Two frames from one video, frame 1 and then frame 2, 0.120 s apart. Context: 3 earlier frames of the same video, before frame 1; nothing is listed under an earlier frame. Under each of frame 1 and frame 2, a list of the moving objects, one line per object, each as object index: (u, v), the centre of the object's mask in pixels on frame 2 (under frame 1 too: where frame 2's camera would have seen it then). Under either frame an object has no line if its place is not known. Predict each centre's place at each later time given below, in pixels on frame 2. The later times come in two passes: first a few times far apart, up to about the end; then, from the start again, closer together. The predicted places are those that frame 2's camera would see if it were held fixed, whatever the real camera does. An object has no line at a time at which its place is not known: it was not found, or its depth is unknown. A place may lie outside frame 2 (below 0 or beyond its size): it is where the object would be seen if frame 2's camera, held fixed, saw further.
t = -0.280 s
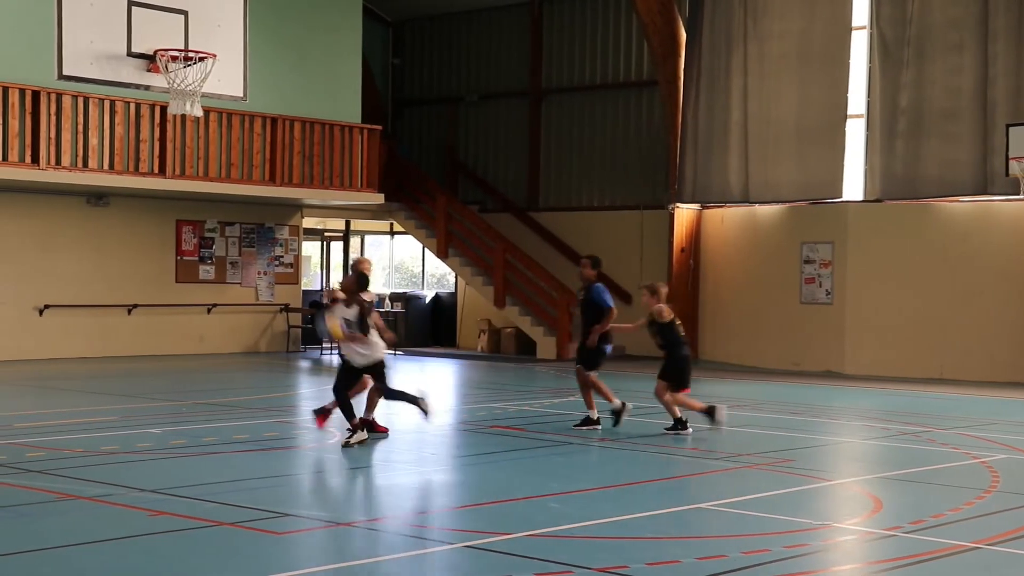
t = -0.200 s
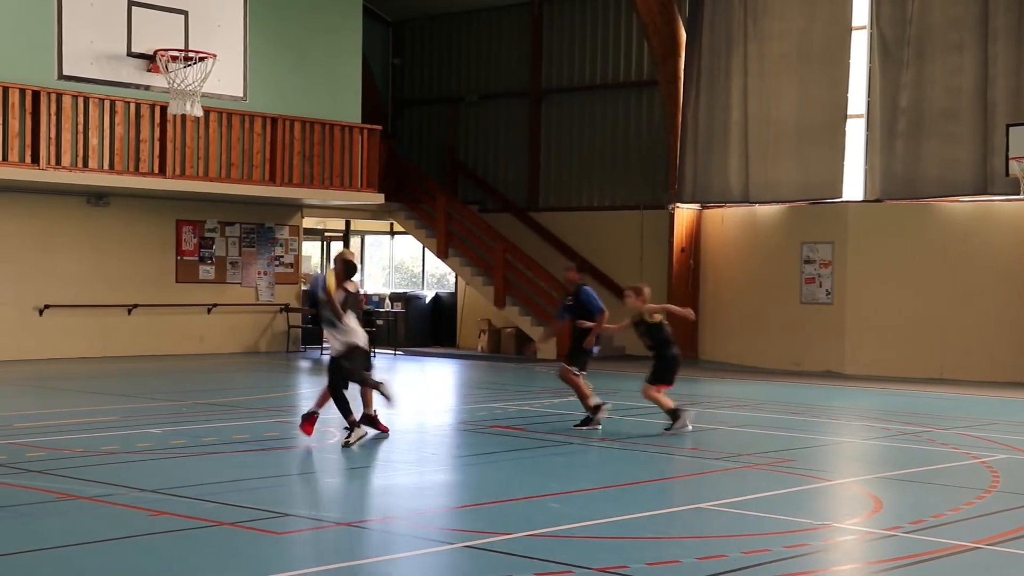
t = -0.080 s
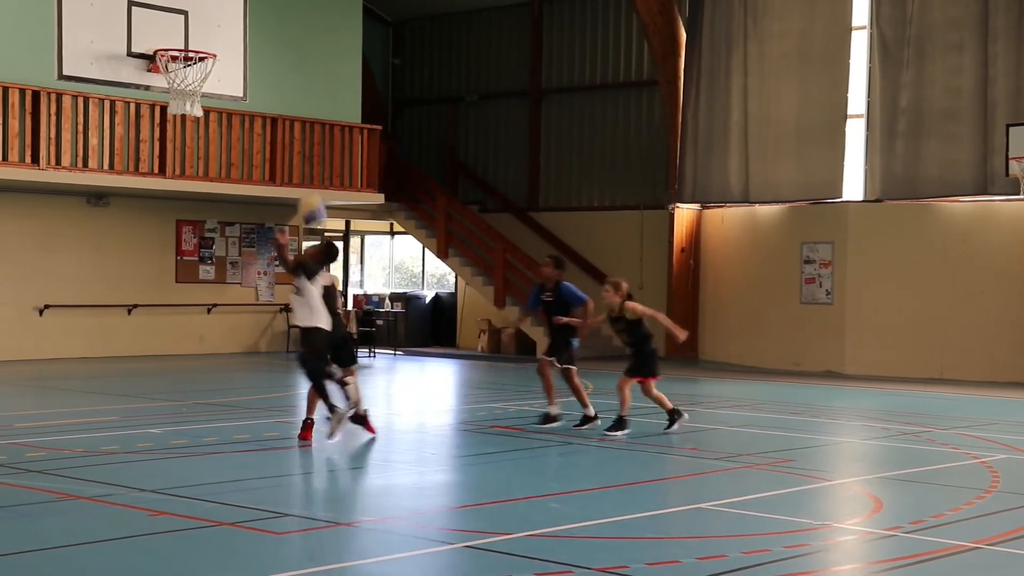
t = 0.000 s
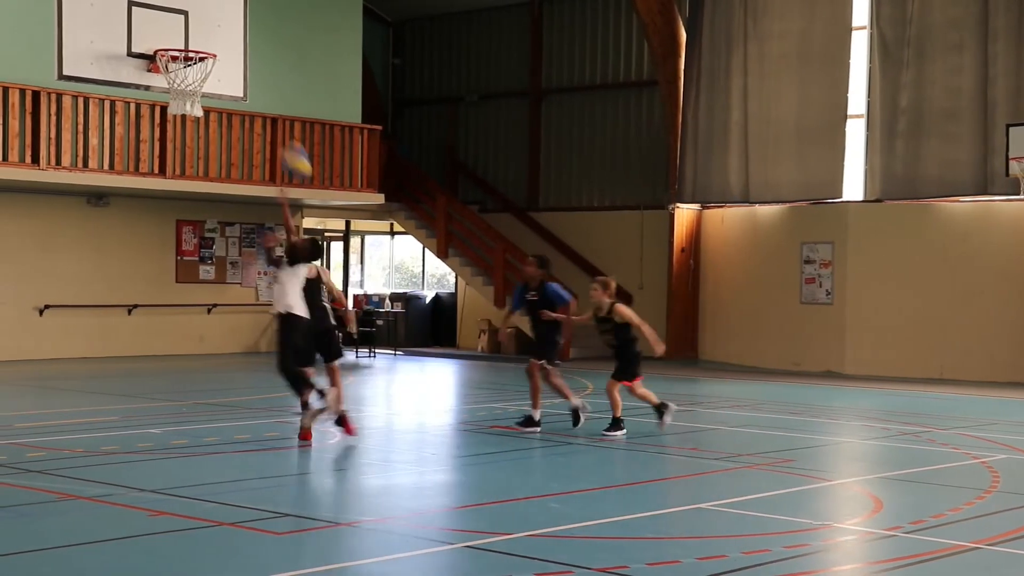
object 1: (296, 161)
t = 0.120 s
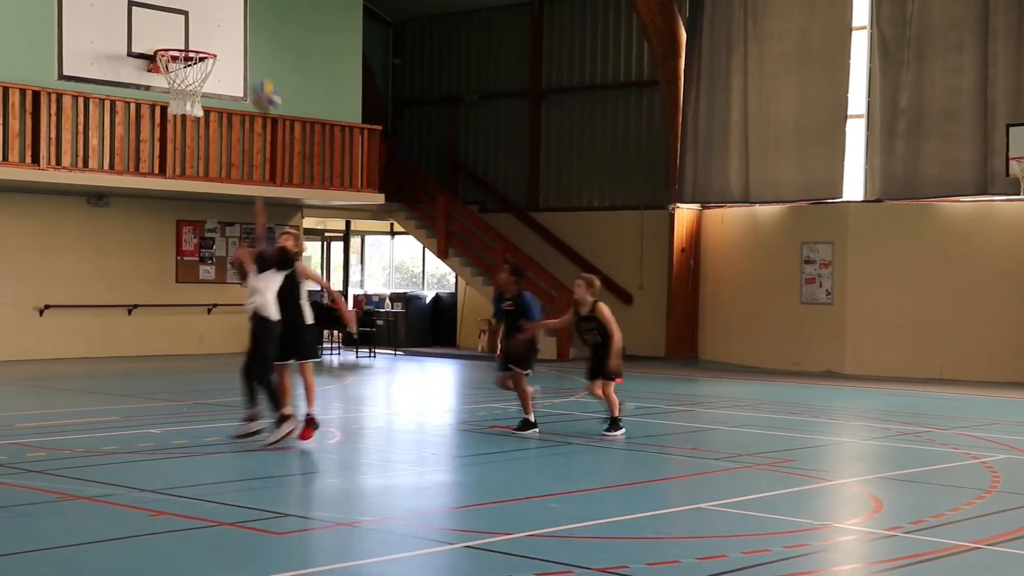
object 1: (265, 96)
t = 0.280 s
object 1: (225, 41)
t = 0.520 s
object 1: (170, 19)
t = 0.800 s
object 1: (186, 71)
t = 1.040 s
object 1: (196, 86)
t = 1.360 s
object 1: (171, 113)
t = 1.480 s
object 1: (168, 132)
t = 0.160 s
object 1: (256, 79)
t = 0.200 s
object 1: (247, 66)
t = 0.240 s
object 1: (237, 53)
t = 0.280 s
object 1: (225, 41)
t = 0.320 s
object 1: (215, 33)
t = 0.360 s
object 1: (206, 26)
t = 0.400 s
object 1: (196, 21)
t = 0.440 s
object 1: (187, 18)
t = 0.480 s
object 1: (179, 18)
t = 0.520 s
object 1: (170, 19)
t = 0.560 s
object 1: (160, 22)
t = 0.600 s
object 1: (160, 28)
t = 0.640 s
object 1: (166, 35)
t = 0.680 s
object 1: (173, 41)
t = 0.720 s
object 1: (176, 57)
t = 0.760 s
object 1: (180, 66)
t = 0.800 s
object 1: (186, 71)
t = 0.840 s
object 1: (189, 75)
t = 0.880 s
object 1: (192, 77)
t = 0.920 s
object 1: (195, 79)
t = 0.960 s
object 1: (197, 81)
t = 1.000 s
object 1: (198, 84)
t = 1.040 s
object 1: (196, 86)
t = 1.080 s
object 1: (194, 88)
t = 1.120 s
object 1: (191, 89)
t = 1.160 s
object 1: (187, 89)
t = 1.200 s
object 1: (184, 89)
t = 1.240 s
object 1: (180, 91)
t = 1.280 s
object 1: (175, 91)
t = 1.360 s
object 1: (171, 113)
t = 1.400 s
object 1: (170, 116)
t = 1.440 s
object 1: (169, 121)
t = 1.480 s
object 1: (168, 132)
